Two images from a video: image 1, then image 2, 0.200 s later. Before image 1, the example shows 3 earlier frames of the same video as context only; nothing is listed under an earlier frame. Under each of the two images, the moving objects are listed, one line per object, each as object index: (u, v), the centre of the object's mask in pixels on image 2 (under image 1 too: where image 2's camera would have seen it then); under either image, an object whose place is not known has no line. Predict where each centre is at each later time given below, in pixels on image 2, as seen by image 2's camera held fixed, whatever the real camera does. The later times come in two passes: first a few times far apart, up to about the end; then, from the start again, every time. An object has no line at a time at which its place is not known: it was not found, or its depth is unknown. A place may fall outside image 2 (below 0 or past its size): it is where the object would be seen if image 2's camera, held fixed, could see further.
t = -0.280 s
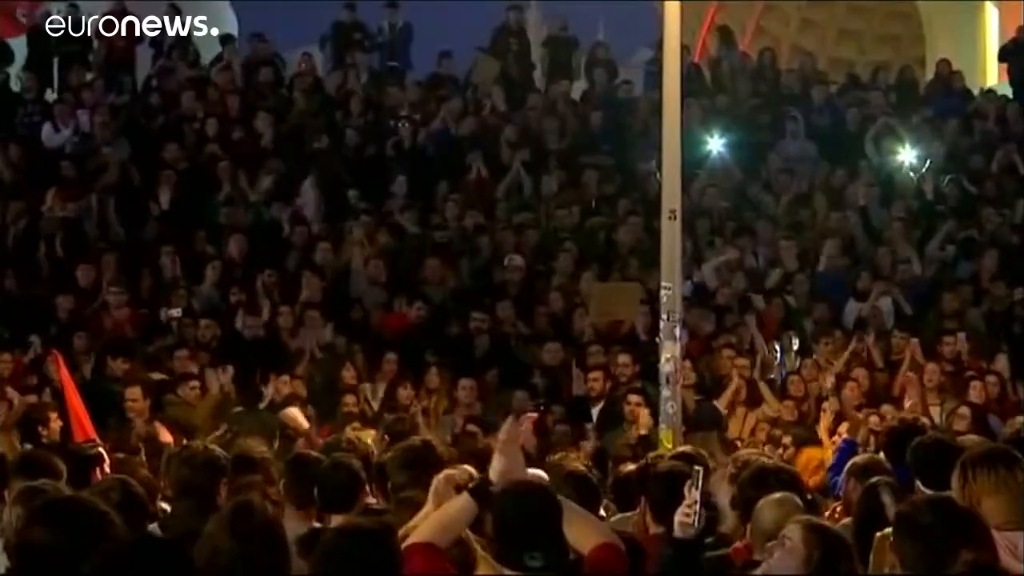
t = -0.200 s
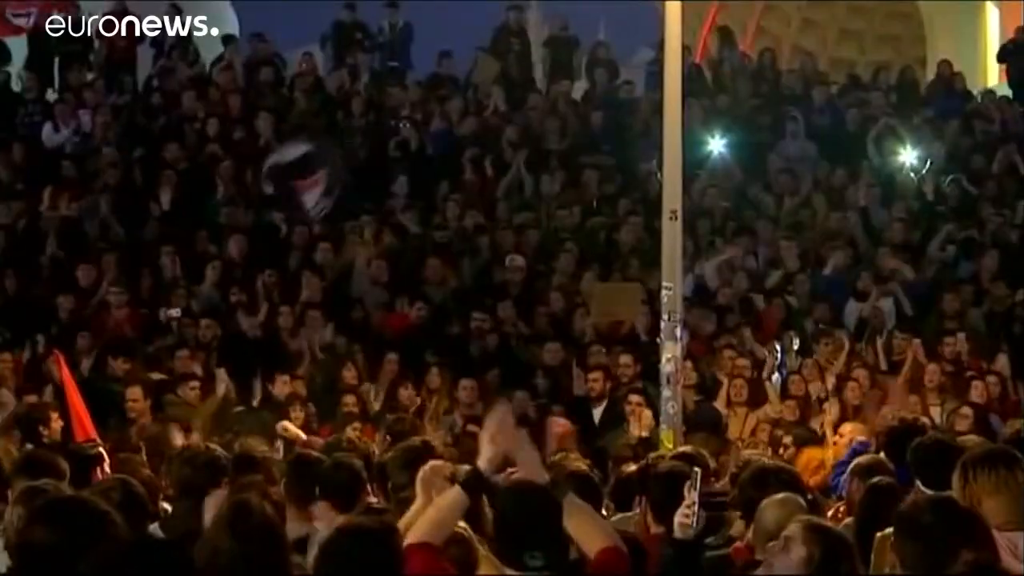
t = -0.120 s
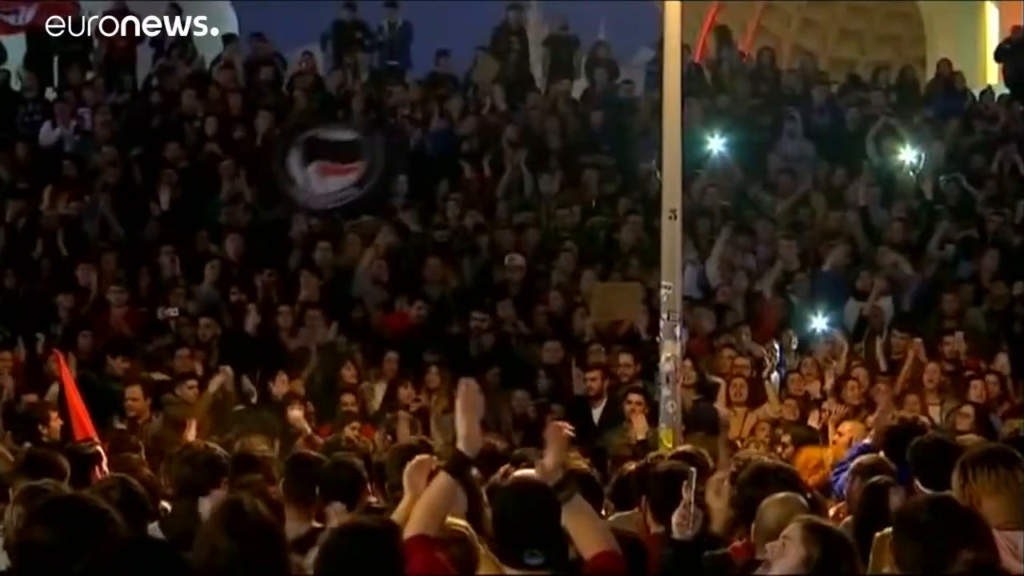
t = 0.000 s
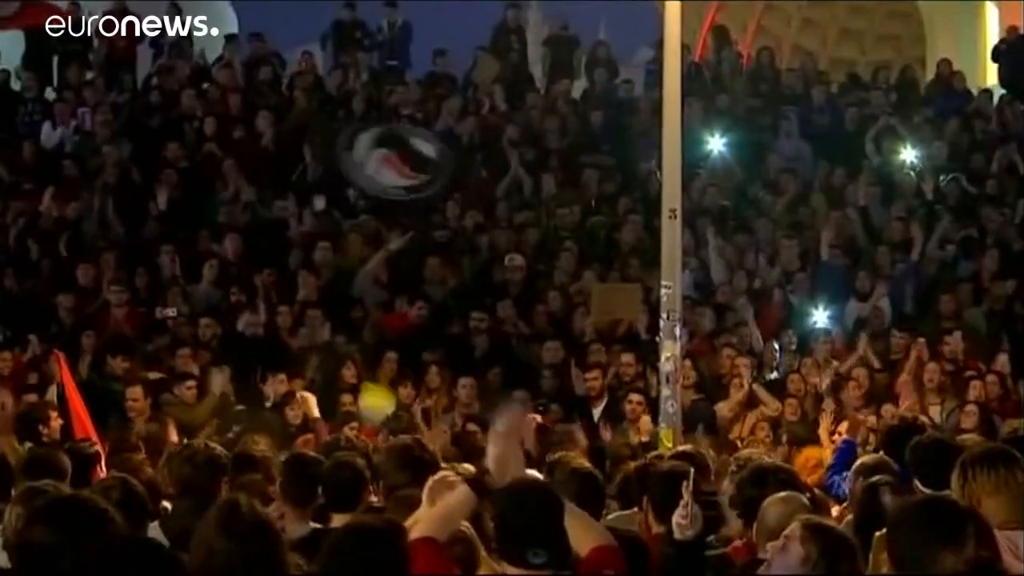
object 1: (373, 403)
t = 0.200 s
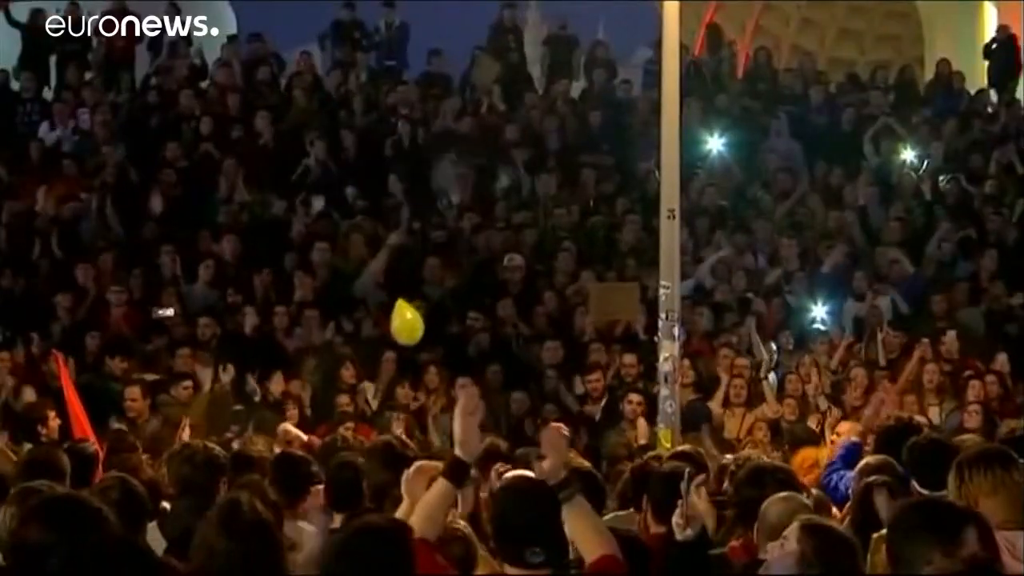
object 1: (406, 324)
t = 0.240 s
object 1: (410, 317)
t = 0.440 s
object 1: (420, 295)
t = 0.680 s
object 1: (425, 289)
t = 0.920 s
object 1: (427, 291)
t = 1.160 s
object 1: (429, 303)
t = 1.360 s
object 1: (429, 318)
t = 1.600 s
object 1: (433, 342)
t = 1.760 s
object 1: (432, 359)
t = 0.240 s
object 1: (410, 317)
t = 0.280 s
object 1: (413, 311)
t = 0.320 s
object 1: (415, 306)
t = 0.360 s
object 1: (417, 301)
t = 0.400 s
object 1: (419, 298)
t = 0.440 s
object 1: (420, 295)
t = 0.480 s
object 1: (421, 293)
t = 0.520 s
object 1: (423, 292)
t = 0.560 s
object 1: (424, 291)
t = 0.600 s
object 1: (423, 290)
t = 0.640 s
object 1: (424, 289)
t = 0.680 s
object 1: (425, 289)
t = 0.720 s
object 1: (426, 289)
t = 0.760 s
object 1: (426, 289)
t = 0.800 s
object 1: (426, 289)
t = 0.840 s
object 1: (426, 289)
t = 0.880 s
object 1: (427, 290)
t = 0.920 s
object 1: (427, 291)
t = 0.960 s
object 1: (427, 292)
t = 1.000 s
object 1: (428, 294)
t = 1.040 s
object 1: (428, 296)
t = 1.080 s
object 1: (428, 298)
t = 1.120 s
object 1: (428, 301)
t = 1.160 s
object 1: (429, 303)
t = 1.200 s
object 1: (429, 306)
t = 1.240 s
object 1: (429, 309)
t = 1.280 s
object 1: (429, 311)
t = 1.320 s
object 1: (430, 314)
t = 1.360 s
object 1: (429, 318)
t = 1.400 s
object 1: (429, 322)
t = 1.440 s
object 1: (430, 326)
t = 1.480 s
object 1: (430, 329)
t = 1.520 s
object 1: (432, 333)
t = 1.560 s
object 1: (432, 338)
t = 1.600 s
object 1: (433, 342)
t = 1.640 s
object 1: (432, 345)
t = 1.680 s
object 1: (432, 350)
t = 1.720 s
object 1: (432, 355)
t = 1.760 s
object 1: (432, 359)
